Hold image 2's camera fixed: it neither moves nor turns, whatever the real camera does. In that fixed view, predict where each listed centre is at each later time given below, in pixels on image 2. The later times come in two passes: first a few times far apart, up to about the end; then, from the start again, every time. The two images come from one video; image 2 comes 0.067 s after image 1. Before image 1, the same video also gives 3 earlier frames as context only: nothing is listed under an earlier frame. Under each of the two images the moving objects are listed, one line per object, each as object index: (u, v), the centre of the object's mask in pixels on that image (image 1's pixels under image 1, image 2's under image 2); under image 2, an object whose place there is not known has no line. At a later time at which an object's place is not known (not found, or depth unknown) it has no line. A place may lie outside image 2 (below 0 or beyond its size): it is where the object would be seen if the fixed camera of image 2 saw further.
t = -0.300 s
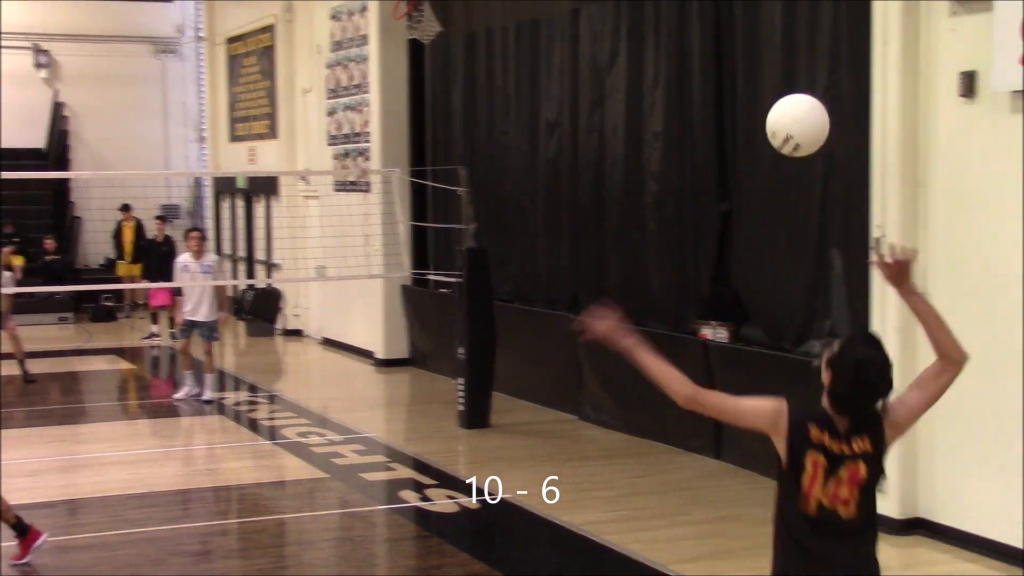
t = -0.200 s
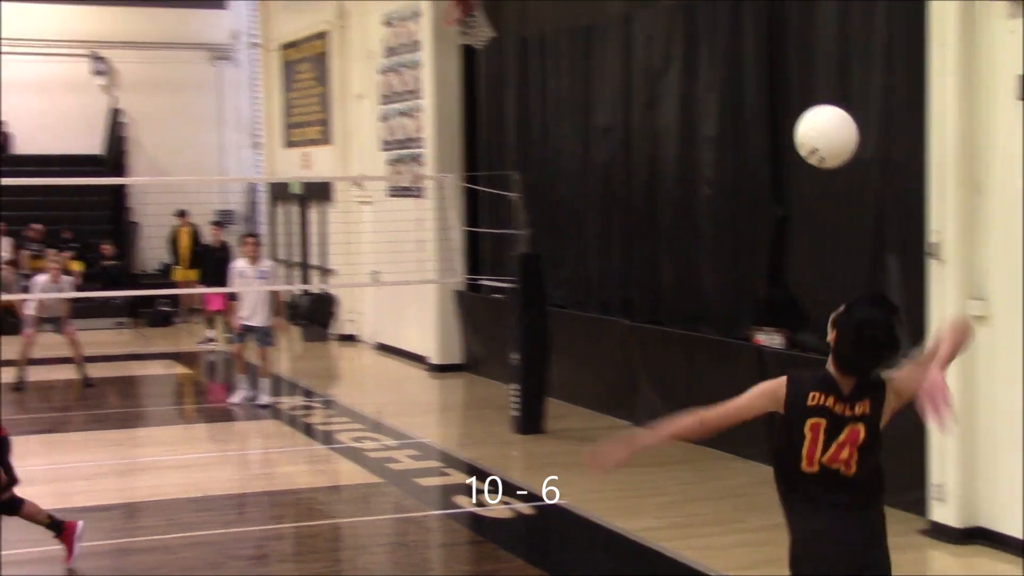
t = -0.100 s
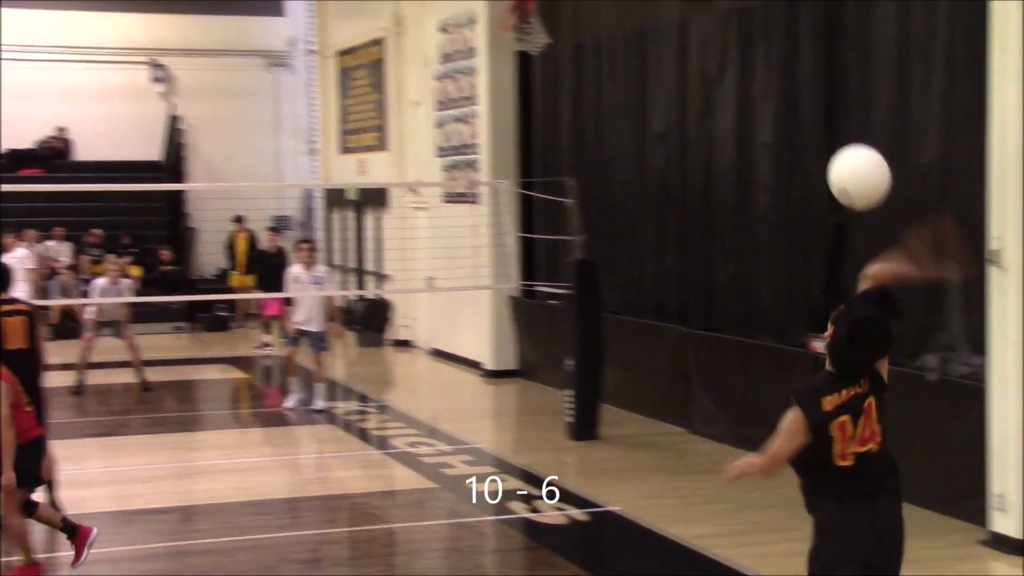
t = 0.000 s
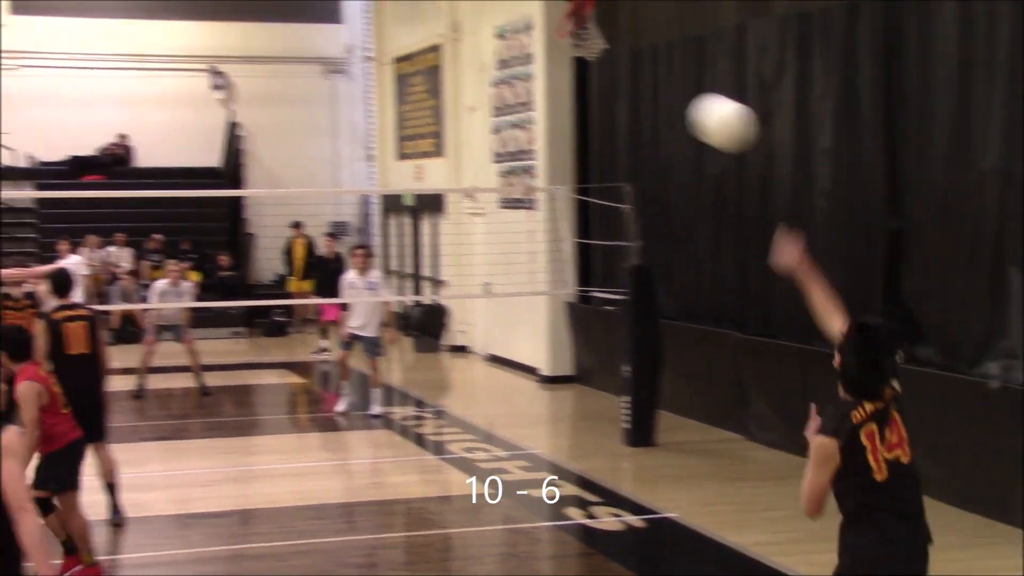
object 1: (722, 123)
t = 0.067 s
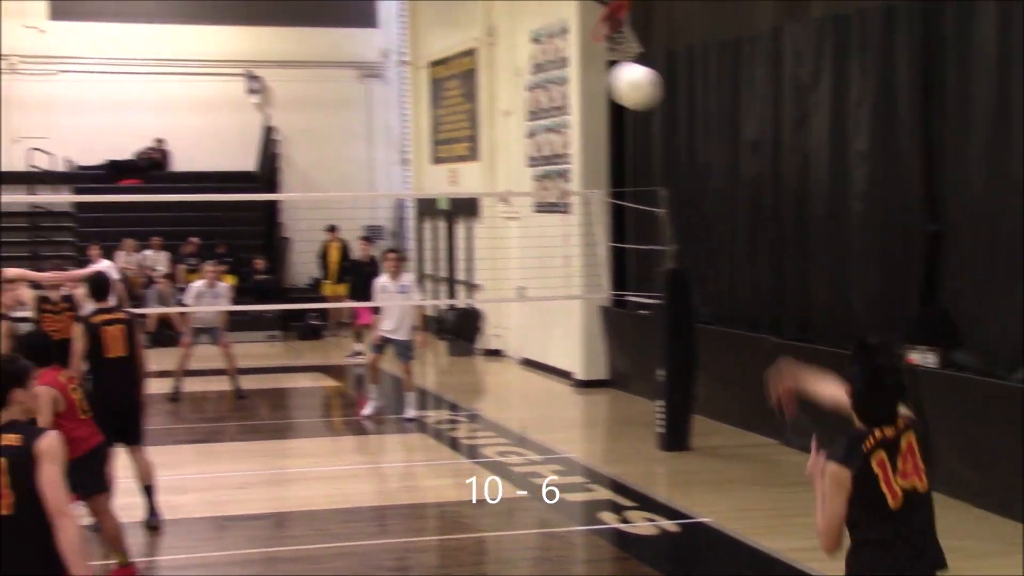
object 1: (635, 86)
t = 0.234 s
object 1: (444, 50)
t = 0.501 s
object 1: (297, 86)
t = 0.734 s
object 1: (232, 165)
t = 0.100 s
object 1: (587, 72)
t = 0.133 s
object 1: (542, 62)
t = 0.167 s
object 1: (505, 56)
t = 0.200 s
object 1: (473, 52)
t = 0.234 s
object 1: (444, 50)
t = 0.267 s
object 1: (417, 49)
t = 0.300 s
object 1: (395, 50)
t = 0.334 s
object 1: (376, 55)
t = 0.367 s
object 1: (357, 58)
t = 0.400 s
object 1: (340, 63)
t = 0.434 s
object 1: (324, 69)
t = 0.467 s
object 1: (309, 77)
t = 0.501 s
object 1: (297, 86)
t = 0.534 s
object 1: (284, 95)
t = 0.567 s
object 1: (273, 105)
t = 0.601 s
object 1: (264, 115)
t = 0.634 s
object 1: (255, 127)
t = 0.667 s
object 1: (246, 138)
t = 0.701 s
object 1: (240, 151)
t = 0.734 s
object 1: (232, 165)
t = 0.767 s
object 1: (224, 177)
